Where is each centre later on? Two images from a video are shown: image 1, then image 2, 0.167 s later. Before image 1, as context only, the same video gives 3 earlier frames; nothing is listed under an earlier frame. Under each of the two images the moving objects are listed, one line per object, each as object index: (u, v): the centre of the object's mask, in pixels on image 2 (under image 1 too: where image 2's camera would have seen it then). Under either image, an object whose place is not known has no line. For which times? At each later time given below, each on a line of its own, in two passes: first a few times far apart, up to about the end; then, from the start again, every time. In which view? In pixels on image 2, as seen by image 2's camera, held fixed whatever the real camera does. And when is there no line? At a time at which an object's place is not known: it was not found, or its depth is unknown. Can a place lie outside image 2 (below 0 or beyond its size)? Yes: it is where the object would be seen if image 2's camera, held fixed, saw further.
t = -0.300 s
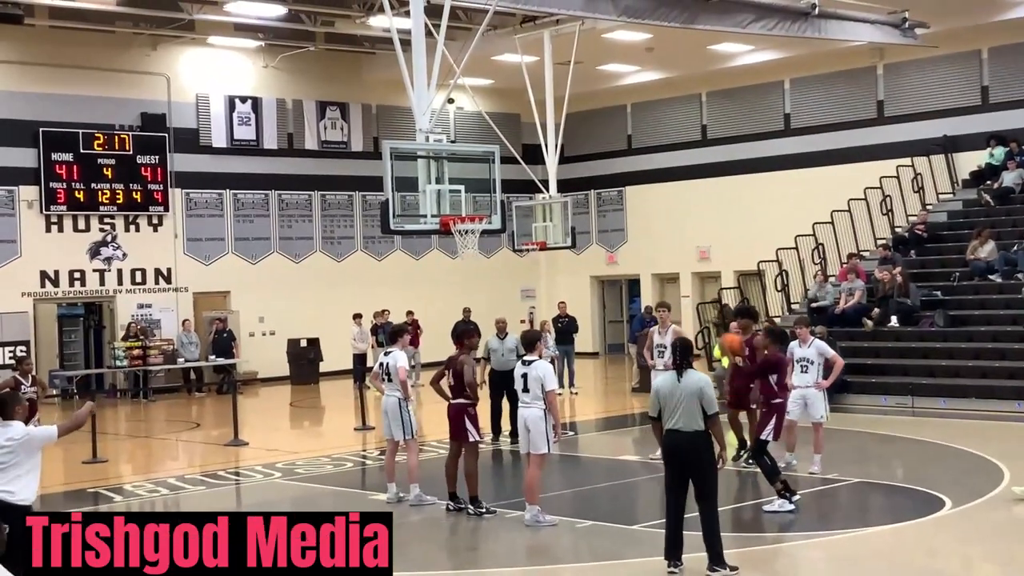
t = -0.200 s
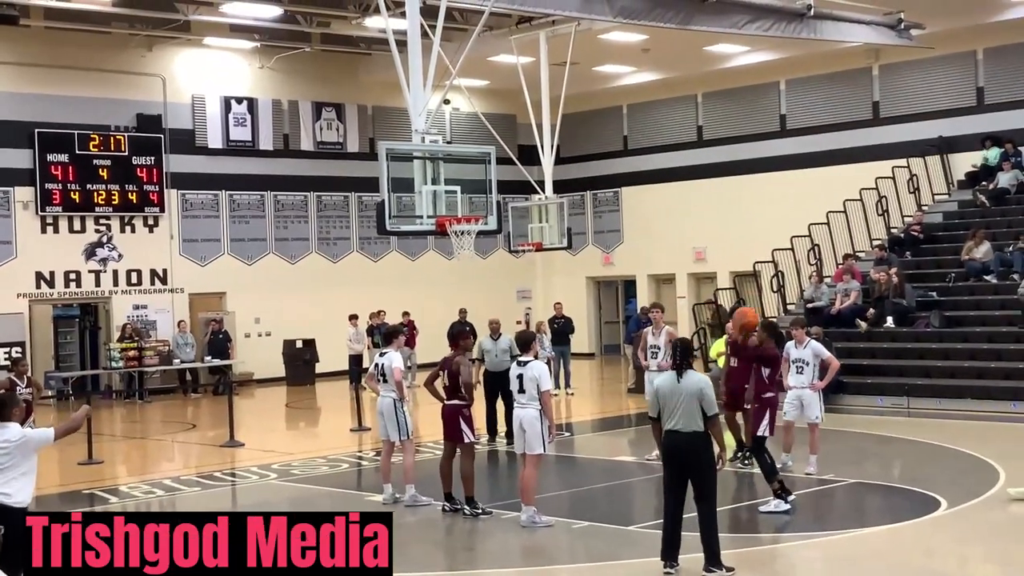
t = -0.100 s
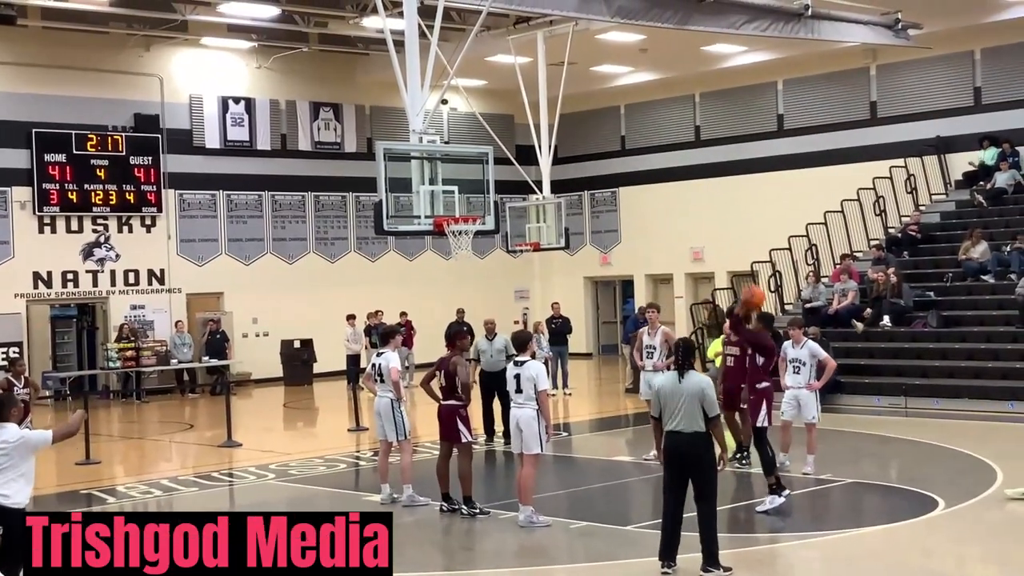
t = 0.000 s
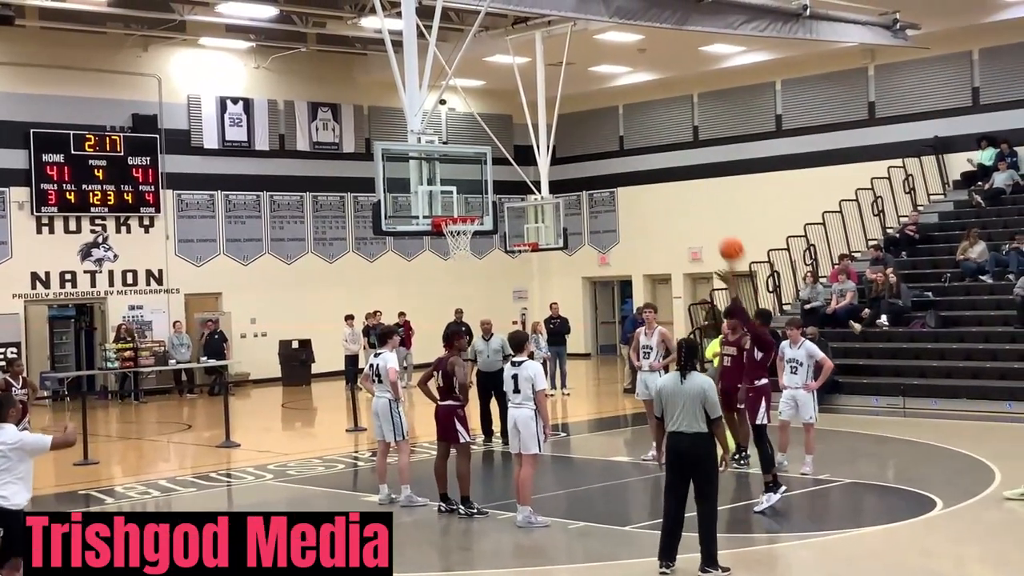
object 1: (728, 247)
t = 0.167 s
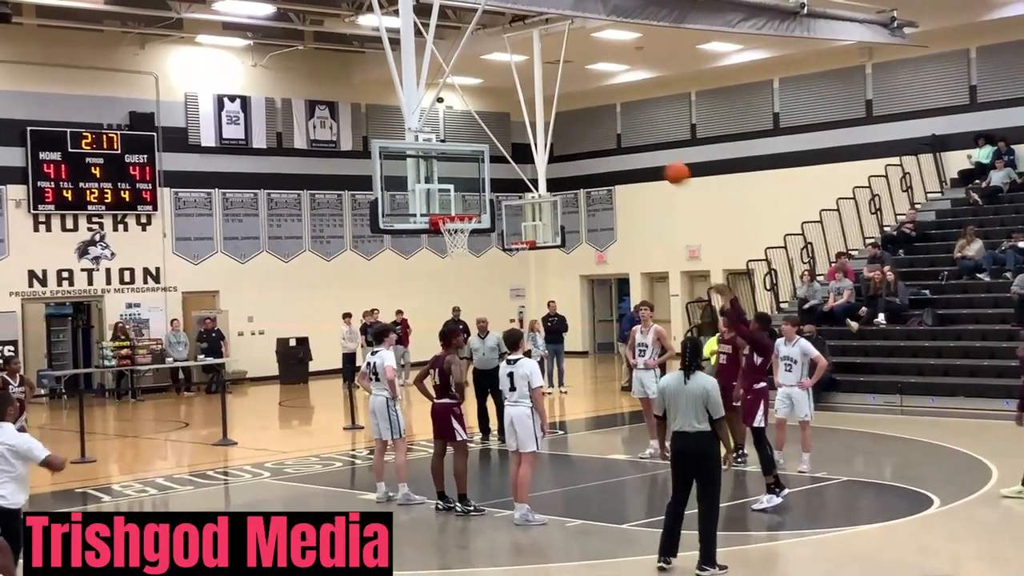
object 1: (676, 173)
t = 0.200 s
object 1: (667, 162)
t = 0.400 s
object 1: (612, 119)
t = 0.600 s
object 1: (564, 115)
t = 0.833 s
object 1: (515, 153)
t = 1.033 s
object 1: (485, 208)
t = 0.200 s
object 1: (667, 162)
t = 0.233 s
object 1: (657, 152)
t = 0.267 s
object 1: (647, 143)
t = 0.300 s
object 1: (638, 135)
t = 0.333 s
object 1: (629, 129)
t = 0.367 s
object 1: (620, 124)
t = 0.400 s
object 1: (612, 119)
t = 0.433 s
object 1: (603, 116)
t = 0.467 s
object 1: (595, 114)
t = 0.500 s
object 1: (587, 113)
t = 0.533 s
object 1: (579, 113)
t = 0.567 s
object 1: (571, 113)
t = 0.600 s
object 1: (564, 115)
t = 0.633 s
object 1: (557, 117)
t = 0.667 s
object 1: (549, 122)
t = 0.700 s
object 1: (542, 127)
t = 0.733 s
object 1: (534, 132)
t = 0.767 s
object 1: (527, 138)
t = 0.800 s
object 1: (521, 146)
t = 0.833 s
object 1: (515, 153)
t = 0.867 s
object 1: (508, 162)
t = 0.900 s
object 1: (502, 171)
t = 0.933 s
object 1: (496, 181)
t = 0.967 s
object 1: (490, 192)
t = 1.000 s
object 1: (485, 204)
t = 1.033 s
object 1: (485, 208)
